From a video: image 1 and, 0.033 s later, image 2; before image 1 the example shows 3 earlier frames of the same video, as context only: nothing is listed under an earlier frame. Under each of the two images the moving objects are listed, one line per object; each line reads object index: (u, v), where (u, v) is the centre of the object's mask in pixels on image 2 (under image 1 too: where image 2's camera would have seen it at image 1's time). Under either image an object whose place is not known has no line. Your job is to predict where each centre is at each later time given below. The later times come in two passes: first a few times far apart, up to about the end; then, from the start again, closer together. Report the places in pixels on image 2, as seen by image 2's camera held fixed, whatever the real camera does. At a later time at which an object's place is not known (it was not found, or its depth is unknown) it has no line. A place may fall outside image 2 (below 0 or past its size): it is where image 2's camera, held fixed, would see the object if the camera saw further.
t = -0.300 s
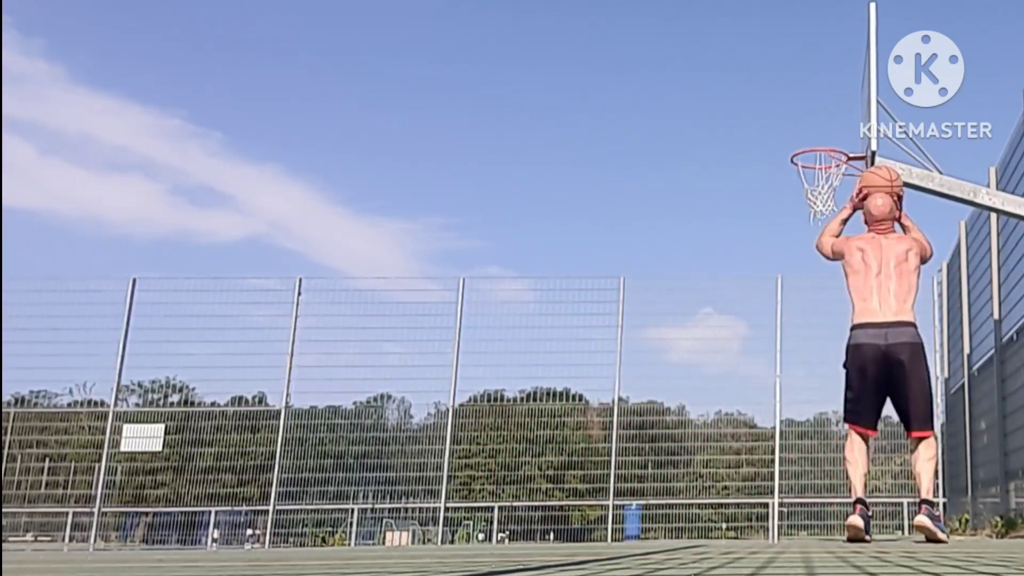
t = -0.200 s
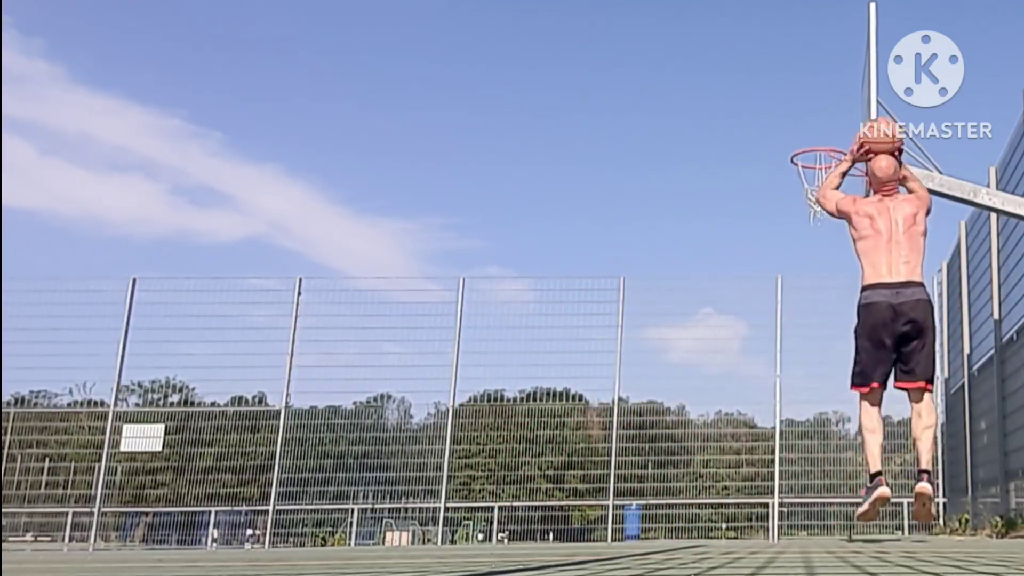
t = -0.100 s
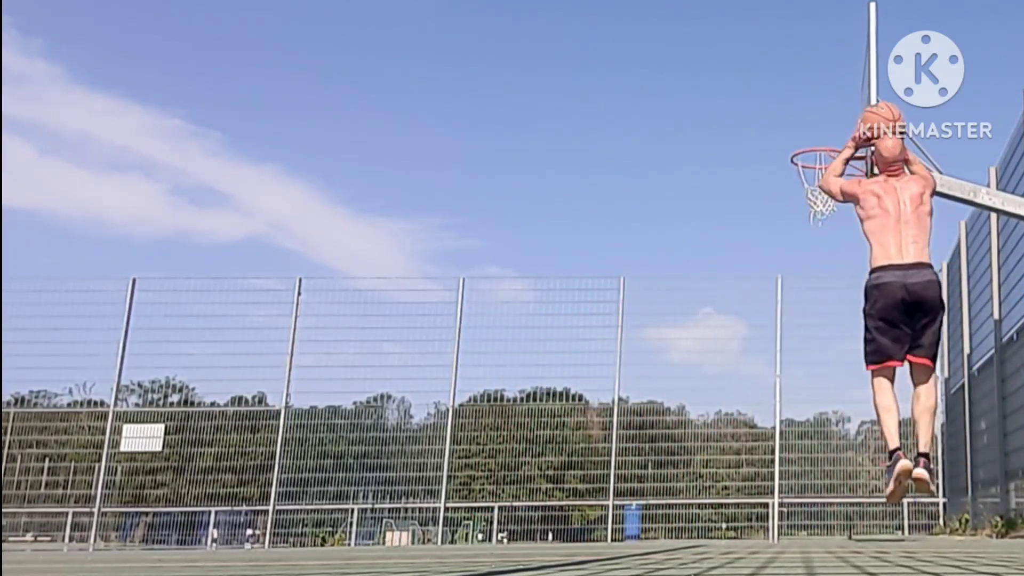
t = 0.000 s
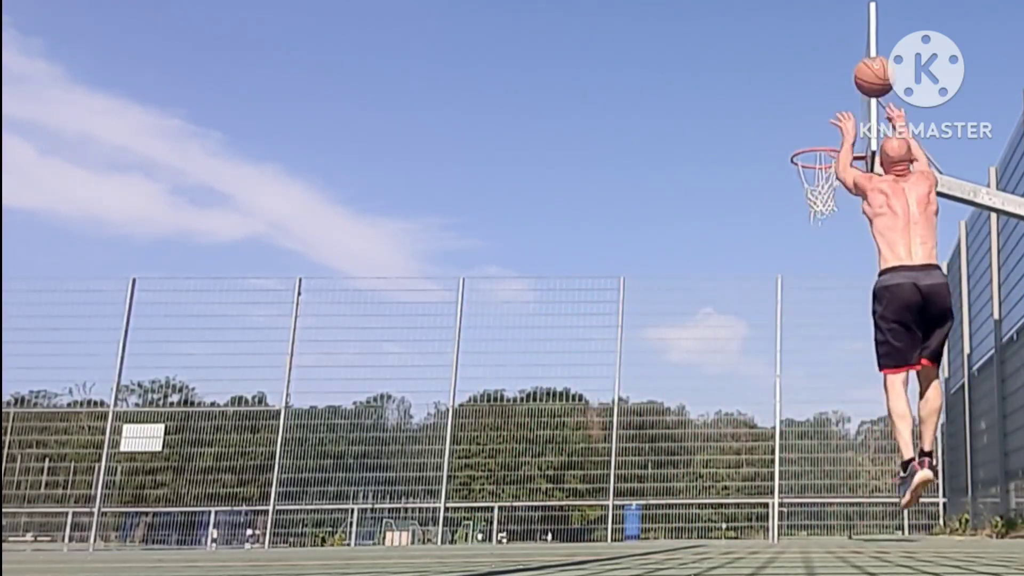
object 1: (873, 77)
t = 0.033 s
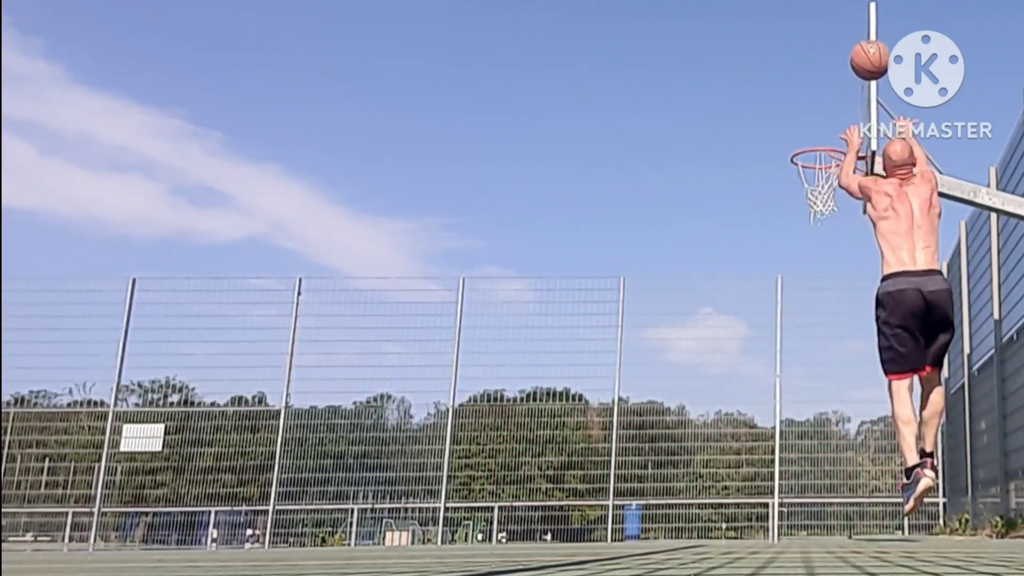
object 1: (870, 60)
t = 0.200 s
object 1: (851, 13)
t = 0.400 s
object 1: (833, 11)
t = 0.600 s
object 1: (819, 51)
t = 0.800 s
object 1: (806, 133)
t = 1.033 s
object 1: (848, 124)
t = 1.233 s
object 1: (799, 130)
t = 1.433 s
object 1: (748, 182)
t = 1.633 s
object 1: (695, 285)
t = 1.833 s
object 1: (635, 445)
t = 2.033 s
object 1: (597, 429)
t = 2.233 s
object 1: (575, 316)
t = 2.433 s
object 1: (550, 255)
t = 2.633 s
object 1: (522, 244)
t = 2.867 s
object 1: (485, 294)
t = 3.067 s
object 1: (448, 395)
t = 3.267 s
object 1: (410, 504)
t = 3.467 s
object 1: (394, 386)
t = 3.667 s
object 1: (373, 321)
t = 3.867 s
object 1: (348, 309)
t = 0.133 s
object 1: (858, 23)
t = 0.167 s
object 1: (854, 16)
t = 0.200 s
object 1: (851, 13)
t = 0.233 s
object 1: (848, 11)
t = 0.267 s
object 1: (845, 9)
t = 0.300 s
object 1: (842, 9)
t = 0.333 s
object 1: (839, 8)
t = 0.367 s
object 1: (836, 9)
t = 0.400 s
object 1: (833, 11)
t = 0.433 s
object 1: (831, 13)
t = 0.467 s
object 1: (828, 17)
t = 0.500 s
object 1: (826, 24)
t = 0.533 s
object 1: (823, 32)
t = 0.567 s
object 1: (821, 41)
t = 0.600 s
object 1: (819, 51)
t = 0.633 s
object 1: (816, 62)
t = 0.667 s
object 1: (814, 75)
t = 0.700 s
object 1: (812, 88)
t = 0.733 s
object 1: (810, 102)
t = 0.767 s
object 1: (808, 117)
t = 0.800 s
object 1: (806, 133)
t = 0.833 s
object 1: (804, 150)
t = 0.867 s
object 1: (811, 146)
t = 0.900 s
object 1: (822, 138)
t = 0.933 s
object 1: (832, 134)
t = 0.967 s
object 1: (841, 130)
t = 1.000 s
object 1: (850, 127)
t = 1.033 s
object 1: (848, 124)
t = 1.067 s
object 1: (839, 122)
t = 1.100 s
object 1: (831, 121)
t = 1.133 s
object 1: (823, 122)
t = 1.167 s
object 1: (815, 123)
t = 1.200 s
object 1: (807, 126)
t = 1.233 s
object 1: (799, 130)
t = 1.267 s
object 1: (790, 135)
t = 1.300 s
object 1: (782, 142)
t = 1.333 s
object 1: (773, 150)
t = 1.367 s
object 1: (765, 159)
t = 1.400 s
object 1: (757, 170)
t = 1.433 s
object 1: (748, 182)
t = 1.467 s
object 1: (739, 195)
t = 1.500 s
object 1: (731, 210)
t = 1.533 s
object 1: (722, 227)
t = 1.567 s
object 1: (713, 244)
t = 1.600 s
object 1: (704, 264)
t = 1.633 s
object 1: (695, 285)
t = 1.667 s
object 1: (686, 307)
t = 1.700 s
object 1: (676, 331)
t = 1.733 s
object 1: (666, 357)
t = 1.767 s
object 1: (656, 385)
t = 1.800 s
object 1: (646, 414)
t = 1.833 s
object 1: (635, 445)
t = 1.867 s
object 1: (625, 479)
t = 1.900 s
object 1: (613, 515)
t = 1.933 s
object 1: (607, 508)
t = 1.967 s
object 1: (604, 480)
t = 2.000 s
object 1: (600, 454)
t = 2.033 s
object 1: (597, 429)
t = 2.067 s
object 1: (593, 407)
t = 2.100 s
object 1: (590, 386)
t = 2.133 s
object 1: (587, 366)
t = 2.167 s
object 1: (583, 348)
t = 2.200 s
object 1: (579, 331)
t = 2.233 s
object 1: (575, 316)
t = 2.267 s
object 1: (571, 302)
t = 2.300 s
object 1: (567, 290)
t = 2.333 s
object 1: (563, 279)
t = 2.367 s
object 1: (558, 270)
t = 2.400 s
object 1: (554, 262)
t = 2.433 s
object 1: (550, 255)
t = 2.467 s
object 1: (545, 250)
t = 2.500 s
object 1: (541, 246)
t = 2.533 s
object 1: (536, 243)
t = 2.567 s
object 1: (531, 243)
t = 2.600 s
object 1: (527, 243)
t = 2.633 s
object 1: (522, 244)
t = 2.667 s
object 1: (517, 247)
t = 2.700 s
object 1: (512, 251)
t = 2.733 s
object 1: (507, 257)
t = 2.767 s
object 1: (501, 264)
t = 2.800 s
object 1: (496, 273)
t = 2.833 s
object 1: (491, 283)
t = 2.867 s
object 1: (485, 294)
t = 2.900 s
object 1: (479, 307)
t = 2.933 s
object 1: (474, 322)
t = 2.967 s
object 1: (467, 338)
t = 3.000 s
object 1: (461, 355)
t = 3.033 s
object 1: (455, 375)
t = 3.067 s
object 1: (448, 395)
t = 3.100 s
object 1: (442, 418)
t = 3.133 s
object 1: (434, 442)
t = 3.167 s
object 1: (427, 469)
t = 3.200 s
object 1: (420, 497)
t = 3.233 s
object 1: (412, 528)
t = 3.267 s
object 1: (410, 504)
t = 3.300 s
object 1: (407, 480)
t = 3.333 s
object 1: (404, 458)
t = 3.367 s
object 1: (402, 437)
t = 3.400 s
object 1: (399, 418)
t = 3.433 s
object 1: (396, 401)
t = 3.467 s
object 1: (394, 386)
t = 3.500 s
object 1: (390, 371)
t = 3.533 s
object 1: (387, 358)
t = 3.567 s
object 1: (384, 347)
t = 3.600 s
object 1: (381, 337)
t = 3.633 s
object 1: (377, 328)
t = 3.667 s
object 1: (373, 321)
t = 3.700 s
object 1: (369, 315)
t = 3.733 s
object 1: (365, 311)
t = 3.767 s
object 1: (361, 308)
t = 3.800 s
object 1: (357, 307)
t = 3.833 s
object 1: (352, 307)
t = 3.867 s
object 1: (348, 309)
